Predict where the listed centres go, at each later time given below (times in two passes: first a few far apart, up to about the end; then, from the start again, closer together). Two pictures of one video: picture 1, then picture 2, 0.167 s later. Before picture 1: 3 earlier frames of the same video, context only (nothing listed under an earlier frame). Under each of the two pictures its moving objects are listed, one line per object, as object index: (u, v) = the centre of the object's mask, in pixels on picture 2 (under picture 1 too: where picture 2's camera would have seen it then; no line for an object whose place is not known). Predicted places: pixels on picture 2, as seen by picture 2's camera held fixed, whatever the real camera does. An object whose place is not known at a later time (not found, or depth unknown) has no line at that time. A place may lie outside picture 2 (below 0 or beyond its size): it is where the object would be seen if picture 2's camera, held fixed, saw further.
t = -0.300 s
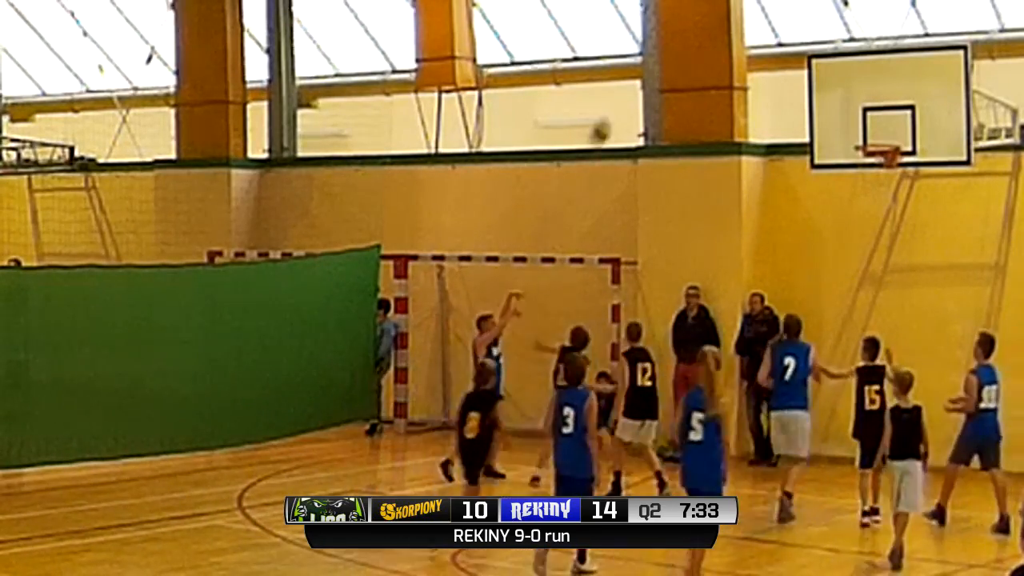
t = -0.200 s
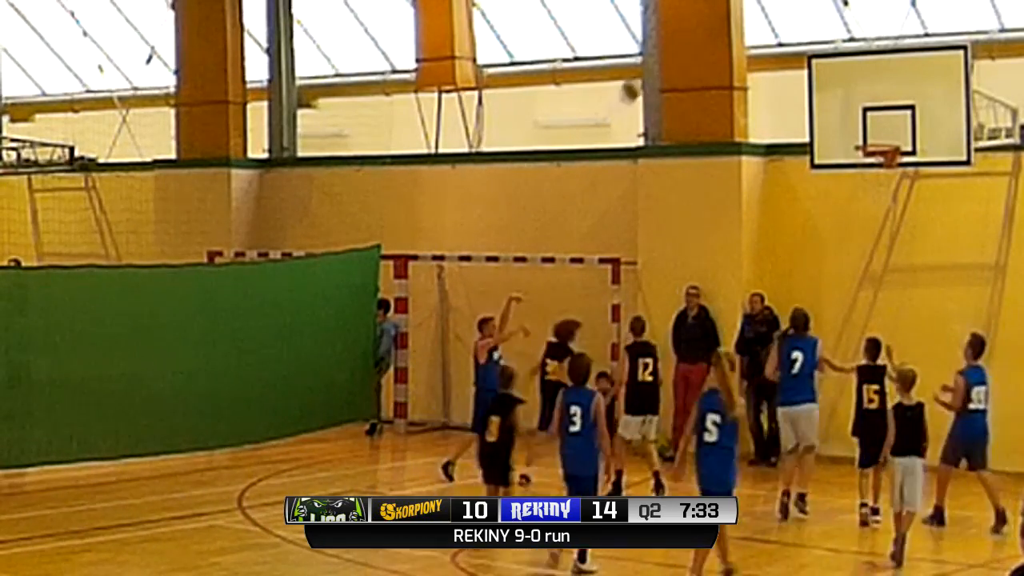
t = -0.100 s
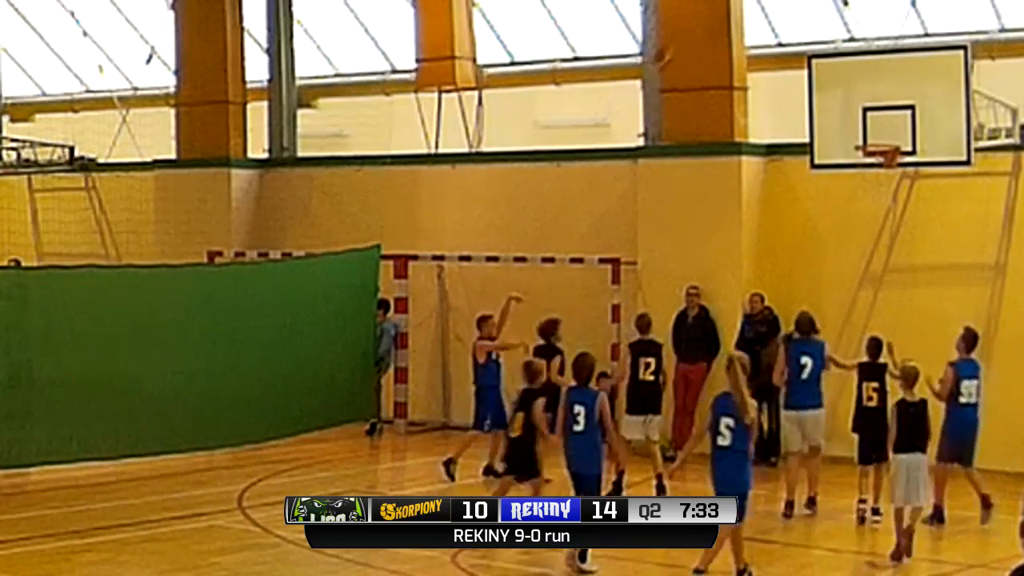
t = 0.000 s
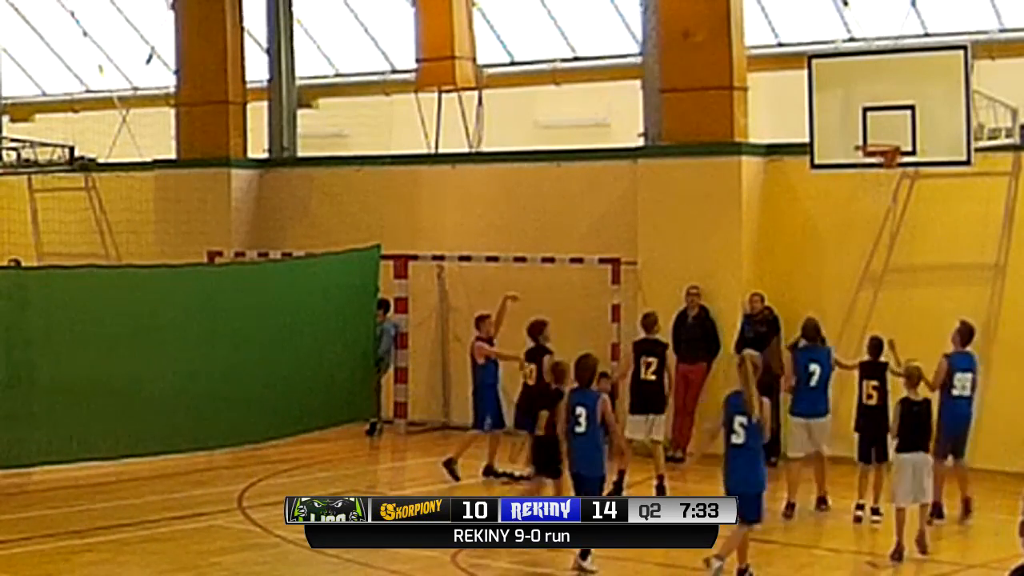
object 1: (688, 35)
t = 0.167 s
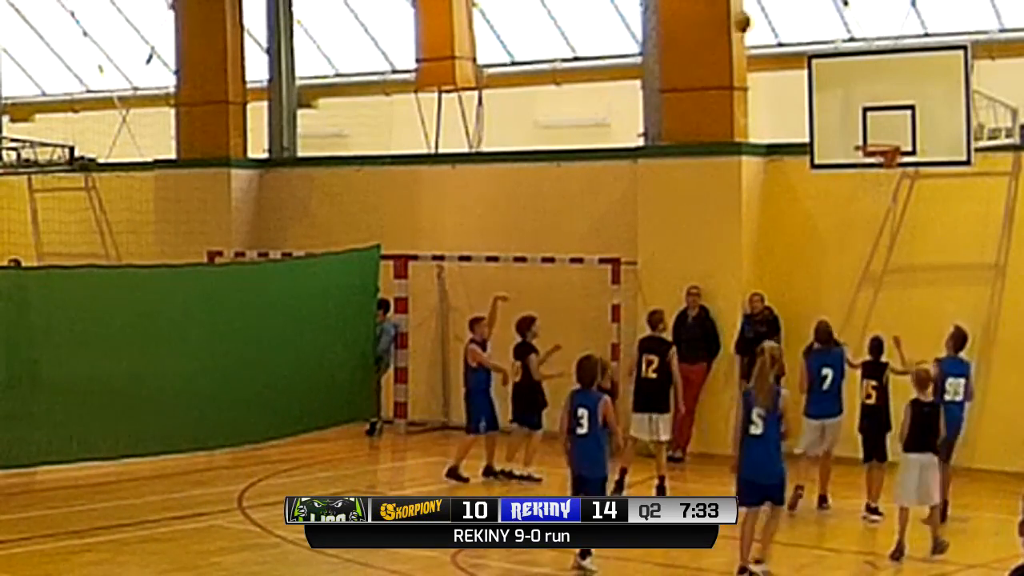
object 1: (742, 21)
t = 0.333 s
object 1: (798, 38)
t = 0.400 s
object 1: (820, 50)
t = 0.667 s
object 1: (860, 132)
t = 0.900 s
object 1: (877, 159)
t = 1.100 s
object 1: (861, 212)
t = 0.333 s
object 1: (798, 38)
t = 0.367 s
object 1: (809, 46)
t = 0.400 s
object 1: (820, 50)
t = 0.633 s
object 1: (856, 117)
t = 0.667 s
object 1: (860, 132)
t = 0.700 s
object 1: (865, 139)
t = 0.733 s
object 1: (872, 138)
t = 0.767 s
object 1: (877, 140)
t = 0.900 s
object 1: (877, 159)
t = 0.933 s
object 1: (875, 166)
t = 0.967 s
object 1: (872, 173)
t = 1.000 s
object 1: (869, 182)
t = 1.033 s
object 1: (866, 191)
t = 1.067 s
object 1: (864, 201)
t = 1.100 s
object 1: (861, 212)
